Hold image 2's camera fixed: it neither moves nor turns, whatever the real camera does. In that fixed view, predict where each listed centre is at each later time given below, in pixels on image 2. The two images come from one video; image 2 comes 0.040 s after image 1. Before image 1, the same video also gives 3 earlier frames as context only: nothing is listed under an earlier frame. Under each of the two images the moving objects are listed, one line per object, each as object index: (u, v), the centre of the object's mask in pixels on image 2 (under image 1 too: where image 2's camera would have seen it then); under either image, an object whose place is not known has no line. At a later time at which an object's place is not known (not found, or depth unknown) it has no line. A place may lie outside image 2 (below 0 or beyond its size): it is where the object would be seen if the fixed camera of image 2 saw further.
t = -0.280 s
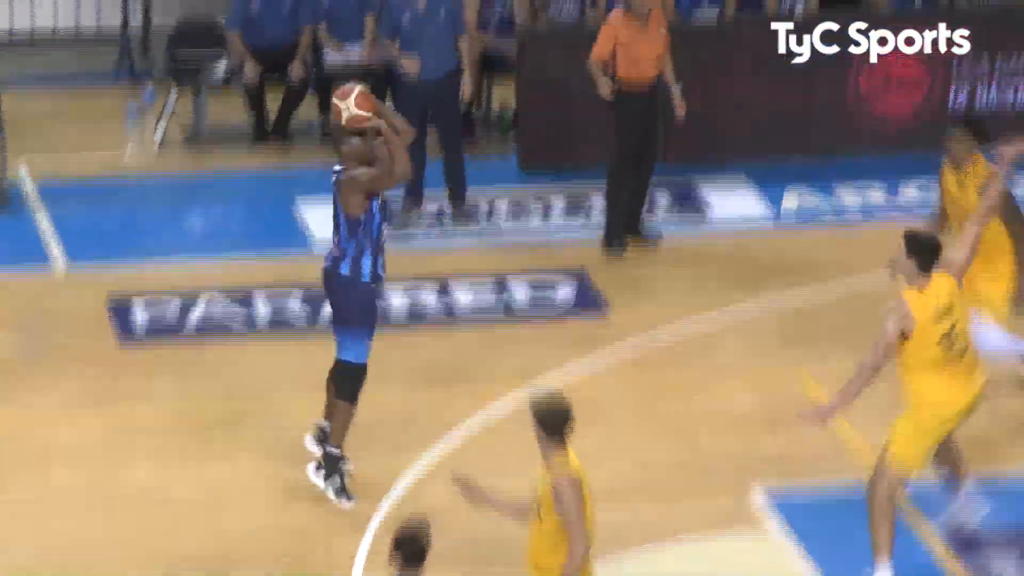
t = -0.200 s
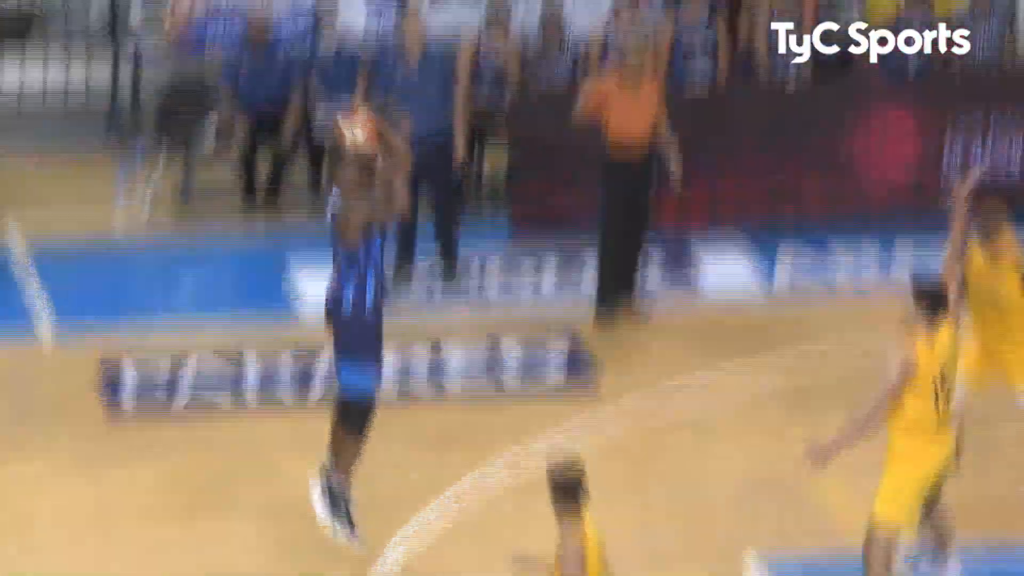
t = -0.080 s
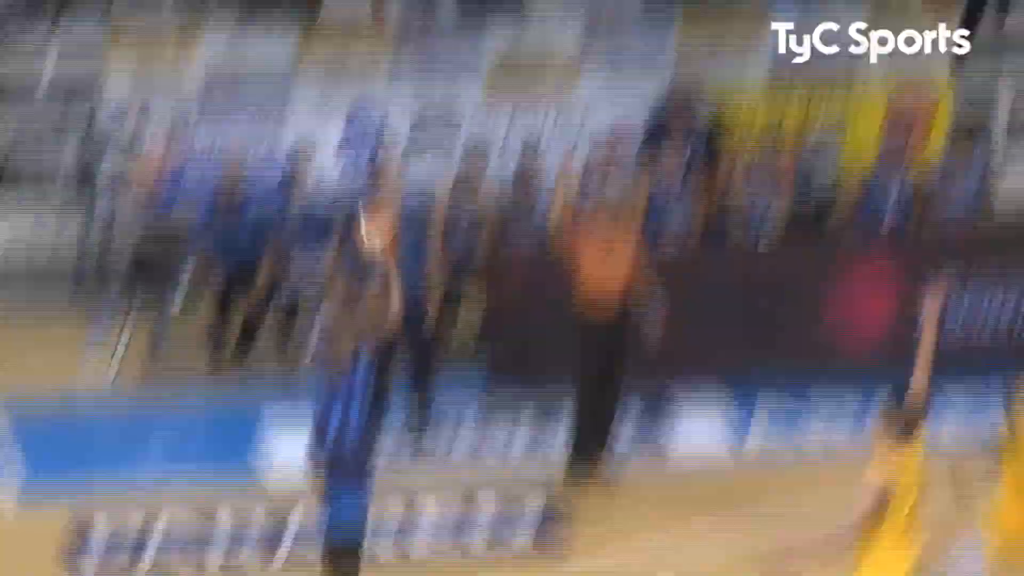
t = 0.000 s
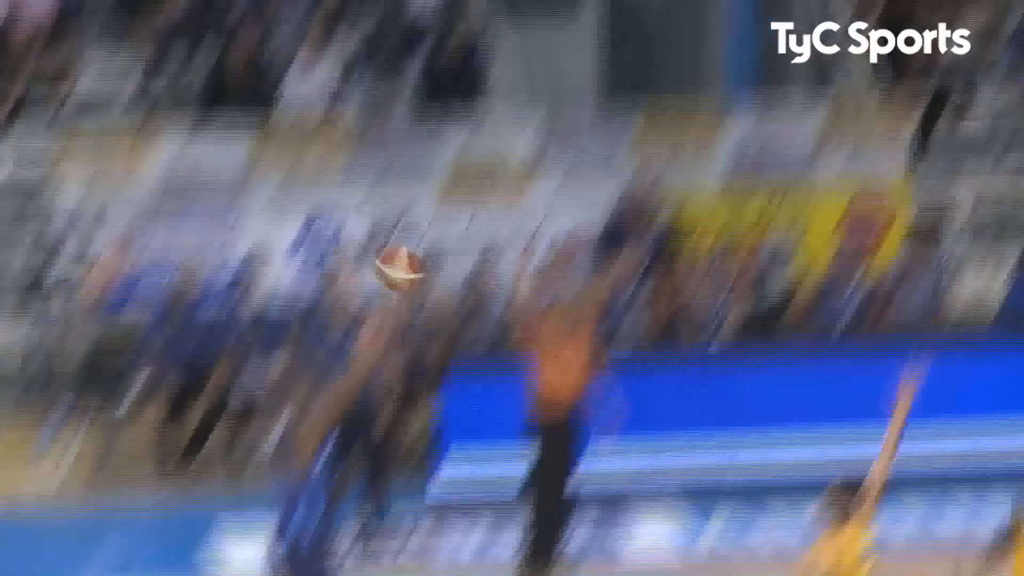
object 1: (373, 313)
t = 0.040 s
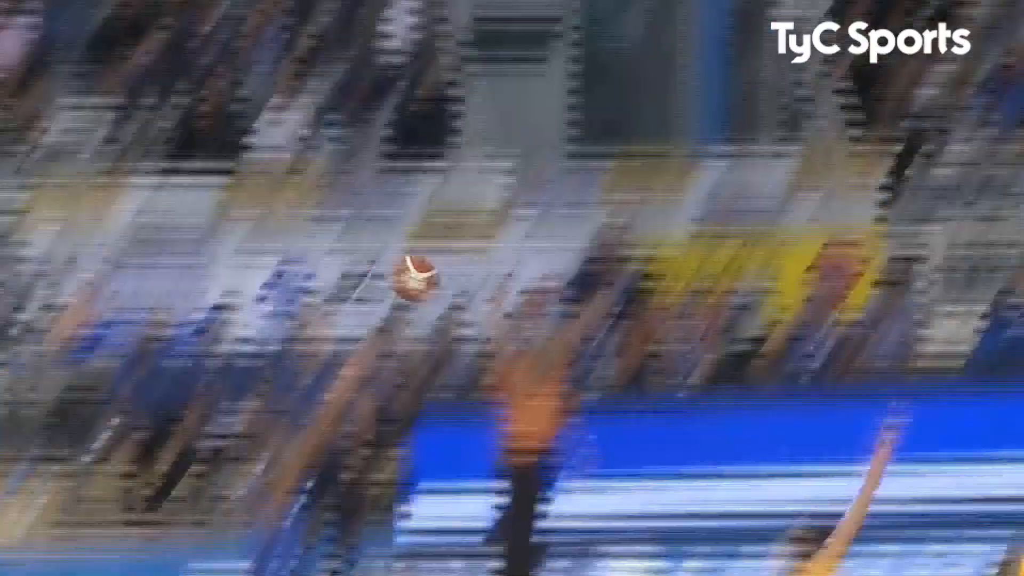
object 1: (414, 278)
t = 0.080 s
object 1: (453, 244)
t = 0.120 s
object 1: (498, 216)
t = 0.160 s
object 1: (542, 187)
